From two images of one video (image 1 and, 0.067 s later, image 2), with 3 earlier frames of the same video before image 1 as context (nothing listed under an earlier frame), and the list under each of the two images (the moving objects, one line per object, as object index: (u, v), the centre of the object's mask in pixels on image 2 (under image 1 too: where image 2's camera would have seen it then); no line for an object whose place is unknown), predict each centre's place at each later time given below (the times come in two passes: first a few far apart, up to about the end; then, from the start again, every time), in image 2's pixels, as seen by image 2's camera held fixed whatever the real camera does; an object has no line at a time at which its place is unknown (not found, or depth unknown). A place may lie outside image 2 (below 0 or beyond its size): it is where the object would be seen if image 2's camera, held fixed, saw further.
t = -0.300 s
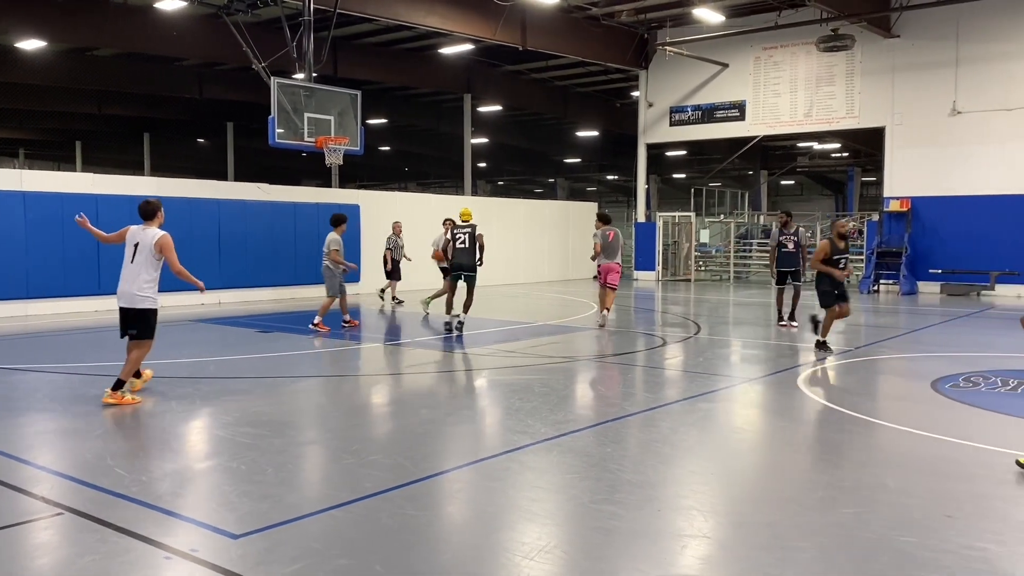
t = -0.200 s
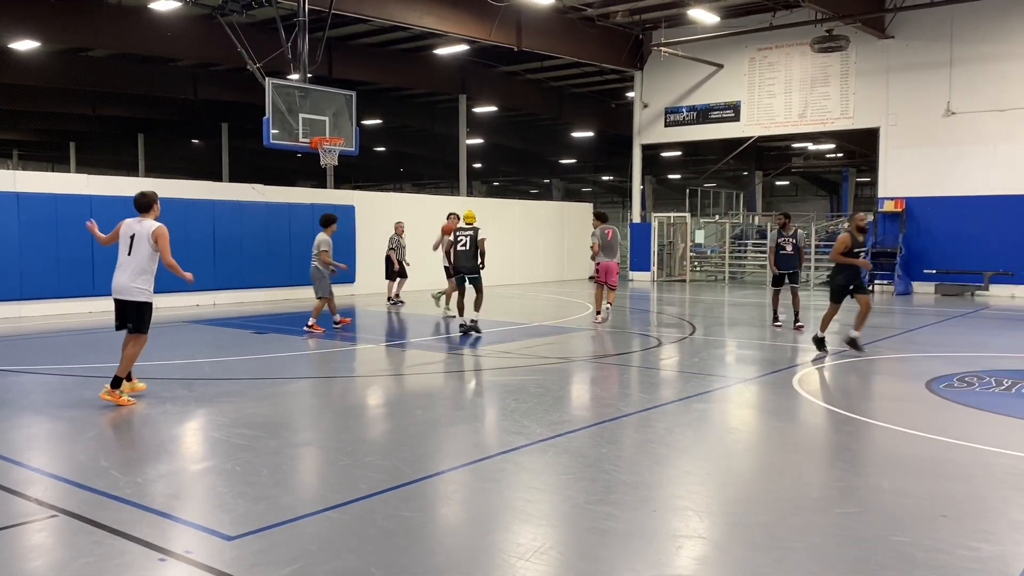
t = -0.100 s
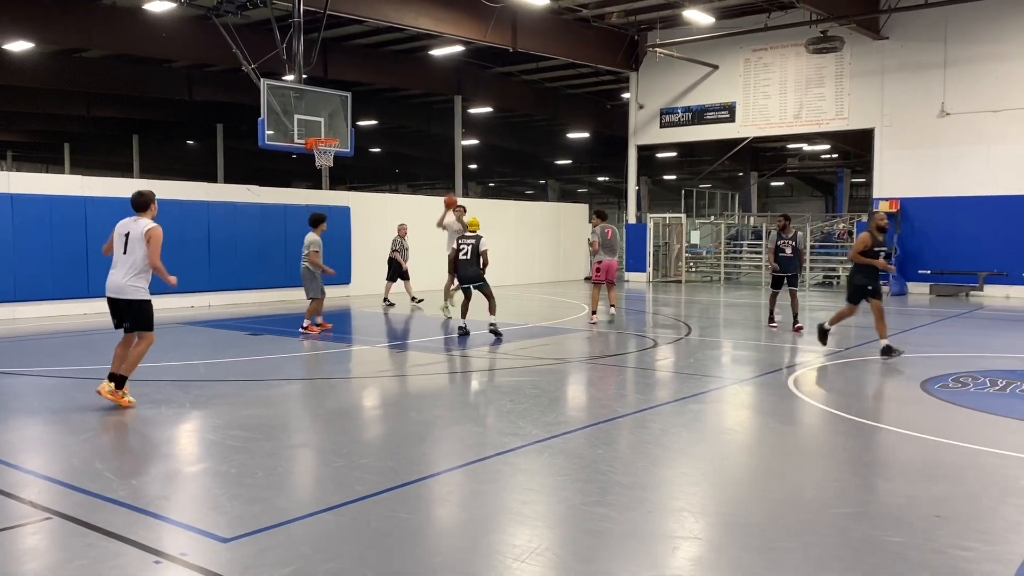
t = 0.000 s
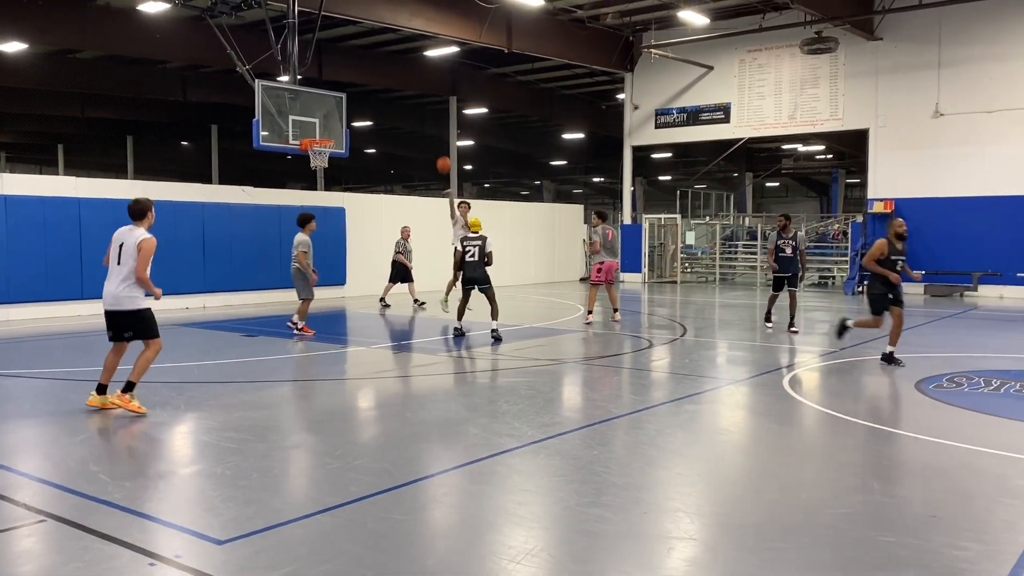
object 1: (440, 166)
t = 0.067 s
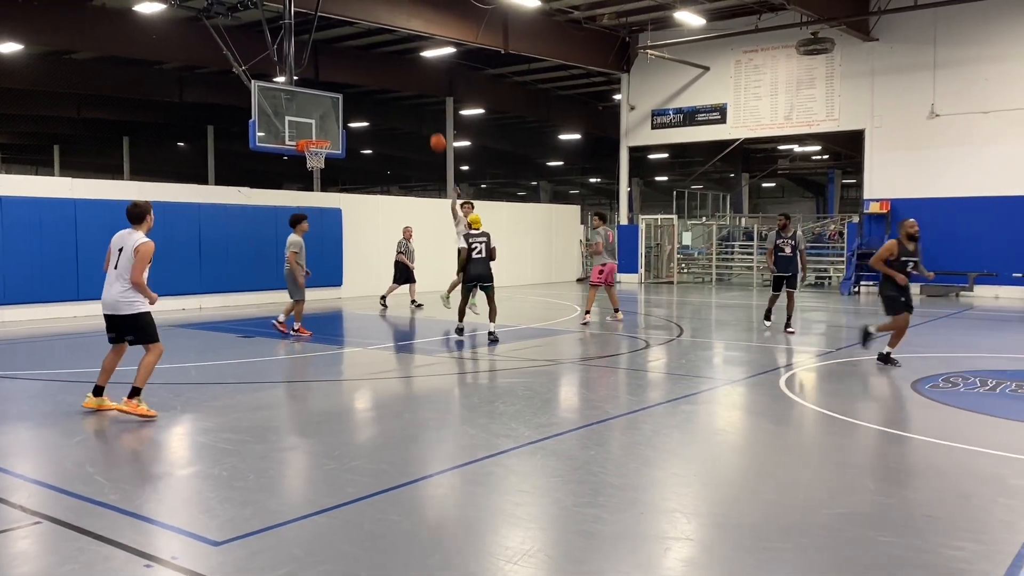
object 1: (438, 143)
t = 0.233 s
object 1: (428, 91)
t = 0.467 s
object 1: (413, 39)
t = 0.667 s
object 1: (398, 23)
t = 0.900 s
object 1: (377, 54)
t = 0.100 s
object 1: (436, 131)
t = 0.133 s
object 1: (434, 120)
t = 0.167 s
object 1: (432, 110)
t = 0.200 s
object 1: (430, 100)
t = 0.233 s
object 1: (428, 91)
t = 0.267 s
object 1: (426, 81)
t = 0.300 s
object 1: (424, 73)
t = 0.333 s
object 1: (422, 65)
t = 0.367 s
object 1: (419, 58)
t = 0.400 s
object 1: (417, 51)
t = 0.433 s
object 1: (415, 44)
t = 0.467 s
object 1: (413, 39)
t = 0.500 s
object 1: (411, 35)
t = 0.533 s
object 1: (408, 30)
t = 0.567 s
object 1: (406, 27)
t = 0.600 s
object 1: (403, 25)
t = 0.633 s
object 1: (401, 24)
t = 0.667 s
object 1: (398, 23)
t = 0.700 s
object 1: (396, 24)
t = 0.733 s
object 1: (393, 26)
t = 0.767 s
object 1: (390, 29)
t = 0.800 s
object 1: (387, 33)
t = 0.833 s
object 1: (383, 39)
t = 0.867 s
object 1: (380, 45)
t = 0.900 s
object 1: (377, 54)
